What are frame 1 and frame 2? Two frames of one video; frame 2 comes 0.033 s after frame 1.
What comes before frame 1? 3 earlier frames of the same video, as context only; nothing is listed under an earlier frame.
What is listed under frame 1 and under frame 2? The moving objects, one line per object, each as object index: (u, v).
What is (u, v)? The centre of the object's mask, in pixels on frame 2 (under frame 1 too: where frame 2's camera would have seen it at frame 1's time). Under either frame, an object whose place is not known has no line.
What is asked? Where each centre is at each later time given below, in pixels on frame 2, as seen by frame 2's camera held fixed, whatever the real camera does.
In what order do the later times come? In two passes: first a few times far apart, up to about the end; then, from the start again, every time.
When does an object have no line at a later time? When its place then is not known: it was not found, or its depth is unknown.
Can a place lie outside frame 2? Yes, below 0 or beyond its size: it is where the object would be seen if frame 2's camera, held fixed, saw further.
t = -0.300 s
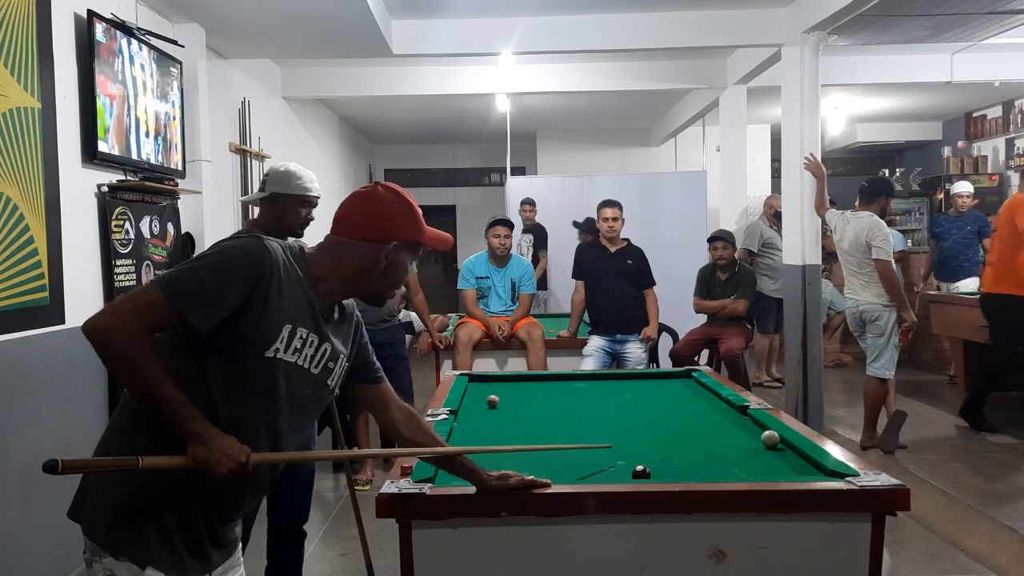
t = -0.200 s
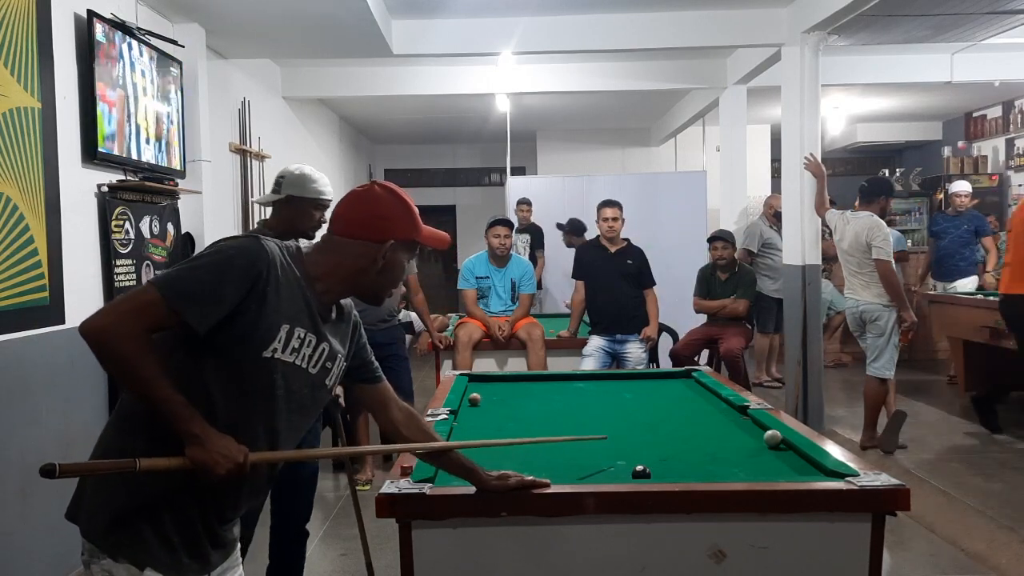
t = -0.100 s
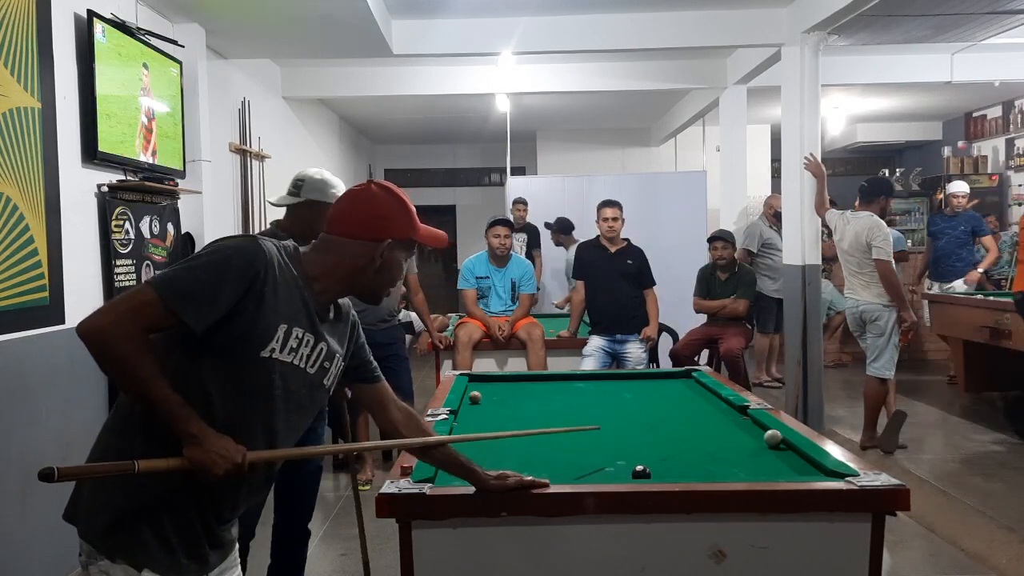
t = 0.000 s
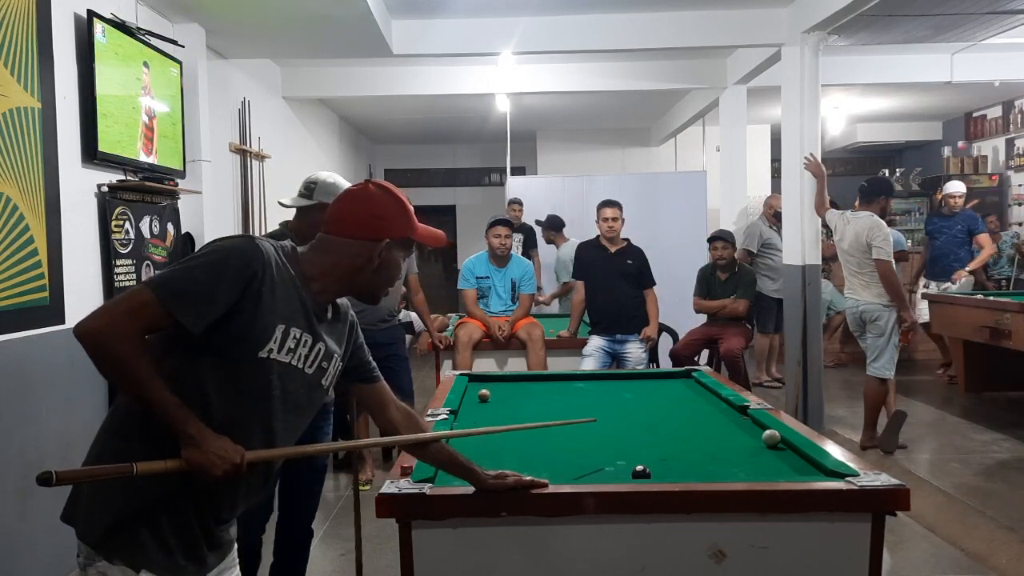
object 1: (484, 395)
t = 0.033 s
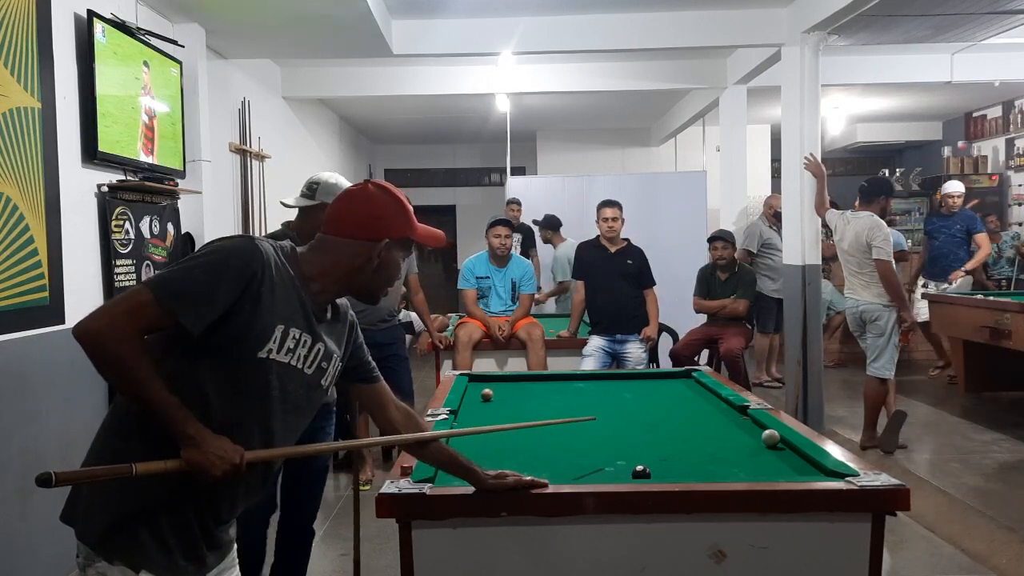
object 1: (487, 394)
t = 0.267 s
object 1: (504, 390)
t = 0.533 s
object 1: (523, 386)
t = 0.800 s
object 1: (540, 383)
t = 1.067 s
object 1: (554, 380)
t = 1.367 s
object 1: (568, 376)
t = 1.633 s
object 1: (579, 376)
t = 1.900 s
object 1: (587, 377)
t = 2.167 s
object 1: (593, 378)
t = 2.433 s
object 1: (599, 378)
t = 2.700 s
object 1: (602, 378)
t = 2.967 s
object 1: (604, 378)
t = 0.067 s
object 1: (489, 393)
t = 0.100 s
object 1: (492, 393)
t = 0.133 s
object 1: (494, 392)
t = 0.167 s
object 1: (497, 392)
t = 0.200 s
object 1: (500, 391)
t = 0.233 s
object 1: (502, 391)
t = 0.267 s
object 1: (504, 390)
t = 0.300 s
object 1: (507, 390)
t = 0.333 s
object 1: (510, 389)
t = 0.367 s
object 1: (512, 389)
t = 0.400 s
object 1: (514, 388)
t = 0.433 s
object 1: (517, 388)
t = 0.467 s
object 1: (519, 388)
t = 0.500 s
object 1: (521, 387)
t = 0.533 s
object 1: (523, 386)
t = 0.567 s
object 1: (525, 386)
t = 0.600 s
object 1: (528, 386)
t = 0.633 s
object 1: (530, 385)
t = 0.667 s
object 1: (532, 384)
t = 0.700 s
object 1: (534, 384)
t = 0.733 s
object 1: (536, 384)
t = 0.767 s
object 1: (538, 383)
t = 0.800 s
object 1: (540, 383)
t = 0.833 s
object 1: (542, 382)
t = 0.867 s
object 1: (544, 382)
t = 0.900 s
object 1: (545, 382)
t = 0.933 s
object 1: (547, 381)
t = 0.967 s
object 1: (549, 381)
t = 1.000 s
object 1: (551, 380)
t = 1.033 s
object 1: (552, 380)
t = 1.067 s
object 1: (554, 380)
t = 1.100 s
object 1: (556, 379)
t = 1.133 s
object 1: (557, 379)
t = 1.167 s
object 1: (559, 378)
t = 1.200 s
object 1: (561, 378)
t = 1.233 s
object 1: (562, 378)
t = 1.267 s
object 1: (564, 378)
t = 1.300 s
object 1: (565, 377)
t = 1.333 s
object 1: (567, 377)
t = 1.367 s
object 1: (568, 376)
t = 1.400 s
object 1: (570, 376)
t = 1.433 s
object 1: (571, 376)
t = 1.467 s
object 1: (573, 376)
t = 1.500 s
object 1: (574, 376)
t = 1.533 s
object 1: (575, 376)
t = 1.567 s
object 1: (576, 376)
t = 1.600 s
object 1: (578, 376)
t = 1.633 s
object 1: (579, 376)
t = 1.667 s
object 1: (580, 376)
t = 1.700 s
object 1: (581, 376)
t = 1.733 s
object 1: (582, 376)
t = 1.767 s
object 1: (582, 376)
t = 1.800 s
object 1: (584, 377)
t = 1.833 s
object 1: (585, 376)
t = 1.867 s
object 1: (586, 377)
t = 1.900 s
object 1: (587, 377)
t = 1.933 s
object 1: (588, 377)
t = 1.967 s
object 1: (589, 377)
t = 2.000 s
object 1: (589, 377)
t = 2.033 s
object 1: (590, 377)
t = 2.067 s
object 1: (591, 377)
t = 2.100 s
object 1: (592, 377)
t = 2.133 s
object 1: (593, 378)
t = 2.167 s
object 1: (593, 378)
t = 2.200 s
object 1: (594, 378)
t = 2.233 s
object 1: (595, 378)
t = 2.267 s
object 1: (595, 378)
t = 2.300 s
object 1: (596, 378)
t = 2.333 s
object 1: (597, 378)
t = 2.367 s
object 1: (597, 378)
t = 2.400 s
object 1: (598, 378)
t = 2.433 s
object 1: (599, 378)
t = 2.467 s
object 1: (599, 378)
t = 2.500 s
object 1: (600, 378)
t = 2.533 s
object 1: (600, 378)
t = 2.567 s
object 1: (601, 378)
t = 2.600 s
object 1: (601, 378)
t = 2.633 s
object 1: (602, 378)
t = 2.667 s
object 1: (602, 378)
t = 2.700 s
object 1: (602, 378)
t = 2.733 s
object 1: (603, 378)
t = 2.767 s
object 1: (603, 378)
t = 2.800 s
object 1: (603, 378)
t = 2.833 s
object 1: (603, 378)
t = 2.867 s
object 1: (604, 378)
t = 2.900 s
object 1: (604, 378)
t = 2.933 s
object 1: (604, 379)
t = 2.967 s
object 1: (604, 378)
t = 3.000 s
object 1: (604, 379)
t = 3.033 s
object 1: (604, 378)
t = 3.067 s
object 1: (604, 378)
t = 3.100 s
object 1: (604, 378)
